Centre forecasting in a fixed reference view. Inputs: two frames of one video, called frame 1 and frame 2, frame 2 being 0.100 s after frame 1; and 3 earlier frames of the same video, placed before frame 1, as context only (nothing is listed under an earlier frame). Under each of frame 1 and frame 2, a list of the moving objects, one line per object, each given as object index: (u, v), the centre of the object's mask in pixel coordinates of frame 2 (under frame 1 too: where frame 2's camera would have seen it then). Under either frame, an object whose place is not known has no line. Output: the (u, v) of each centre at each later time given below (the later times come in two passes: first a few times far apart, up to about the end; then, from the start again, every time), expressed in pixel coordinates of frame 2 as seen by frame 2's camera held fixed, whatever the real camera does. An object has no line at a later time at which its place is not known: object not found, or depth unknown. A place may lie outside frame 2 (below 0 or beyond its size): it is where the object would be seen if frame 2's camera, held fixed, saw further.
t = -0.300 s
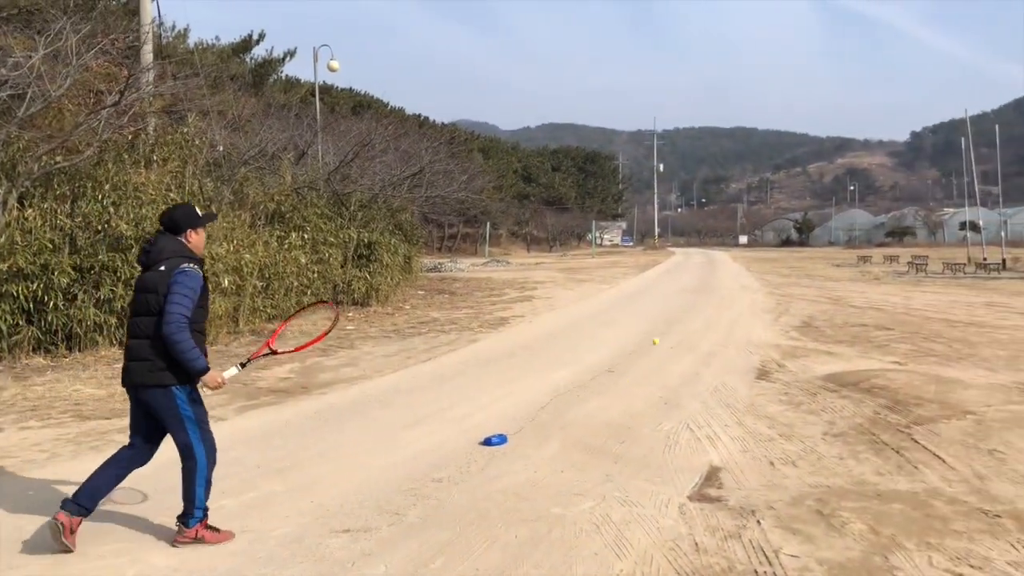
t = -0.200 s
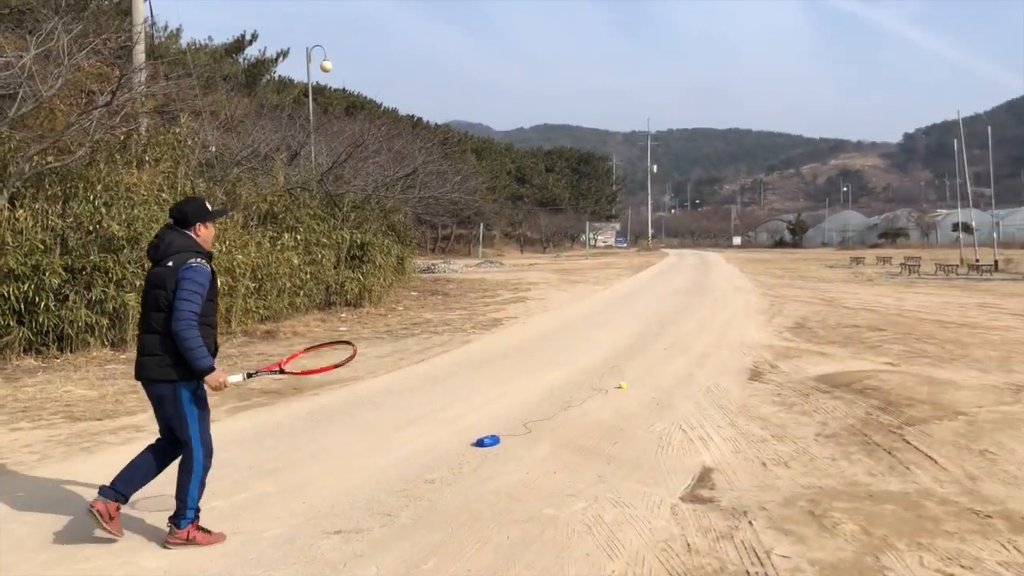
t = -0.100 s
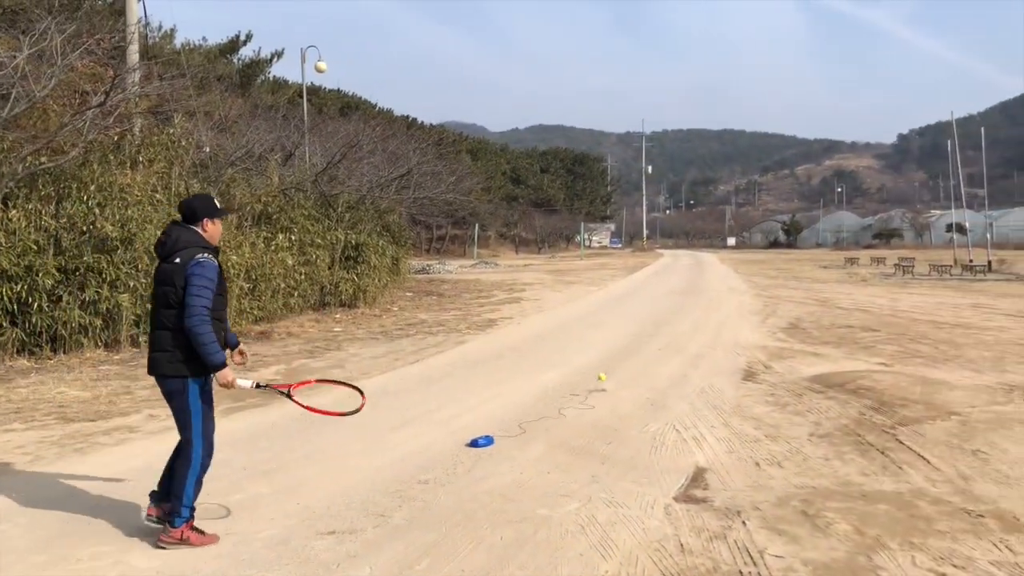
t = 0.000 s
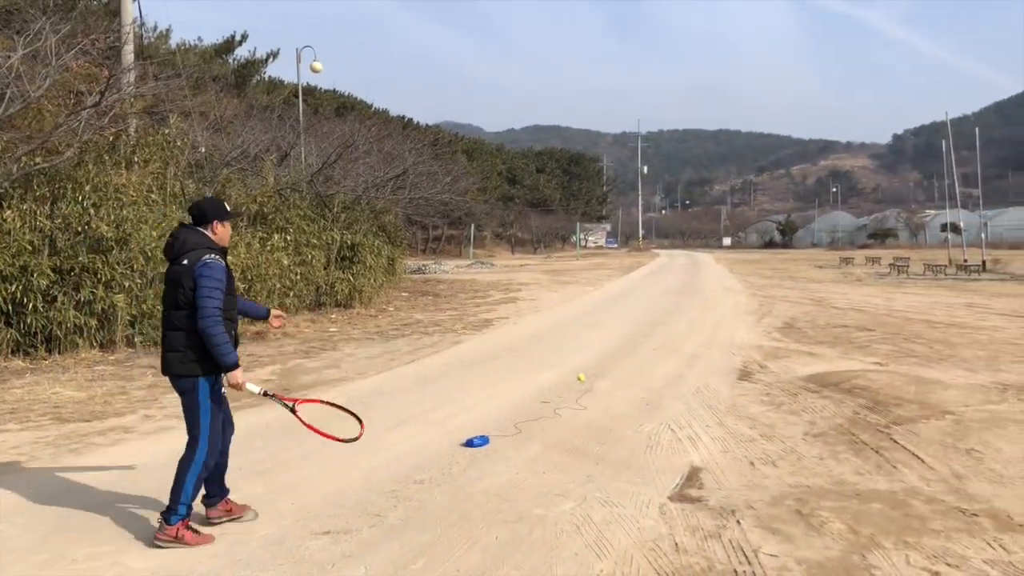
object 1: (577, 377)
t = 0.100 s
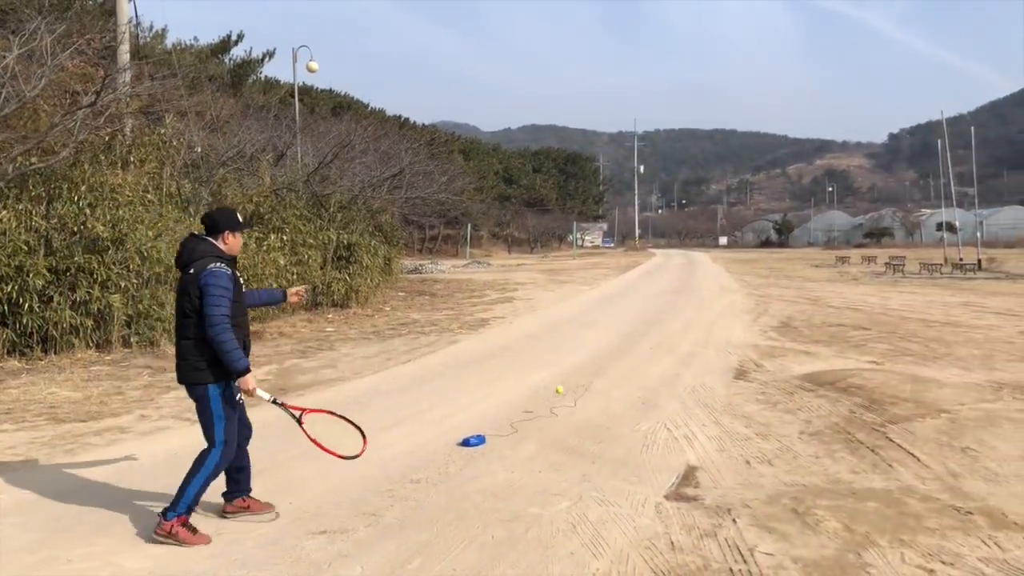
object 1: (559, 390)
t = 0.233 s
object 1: (534, 421)
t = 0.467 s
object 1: (501, 432)
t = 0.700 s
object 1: (469, 452)
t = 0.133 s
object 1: (553, 398)
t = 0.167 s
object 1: (547, 406)
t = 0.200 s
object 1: (539, 417)
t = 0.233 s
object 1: (534, 421)
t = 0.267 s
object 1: (529, 417)
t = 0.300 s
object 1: (525, 416)
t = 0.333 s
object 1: (520, 417)
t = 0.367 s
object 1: (515, 418)
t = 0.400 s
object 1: (510, 422)
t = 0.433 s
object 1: (506, 426)
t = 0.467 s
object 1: (501, 432)
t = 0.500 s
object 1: (496, 440)
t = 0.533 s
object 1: (490, 450)
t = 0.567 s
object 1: (486, 450)
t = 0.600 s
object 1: (482, 448)
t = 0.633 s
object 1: (478, 448)
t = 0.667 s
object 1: (473, 449)
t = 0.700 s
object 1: (469, 452)
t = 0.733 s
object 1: (465, 457)
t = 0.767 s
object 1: (460, 464)
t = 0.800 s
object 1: (456, 473)
